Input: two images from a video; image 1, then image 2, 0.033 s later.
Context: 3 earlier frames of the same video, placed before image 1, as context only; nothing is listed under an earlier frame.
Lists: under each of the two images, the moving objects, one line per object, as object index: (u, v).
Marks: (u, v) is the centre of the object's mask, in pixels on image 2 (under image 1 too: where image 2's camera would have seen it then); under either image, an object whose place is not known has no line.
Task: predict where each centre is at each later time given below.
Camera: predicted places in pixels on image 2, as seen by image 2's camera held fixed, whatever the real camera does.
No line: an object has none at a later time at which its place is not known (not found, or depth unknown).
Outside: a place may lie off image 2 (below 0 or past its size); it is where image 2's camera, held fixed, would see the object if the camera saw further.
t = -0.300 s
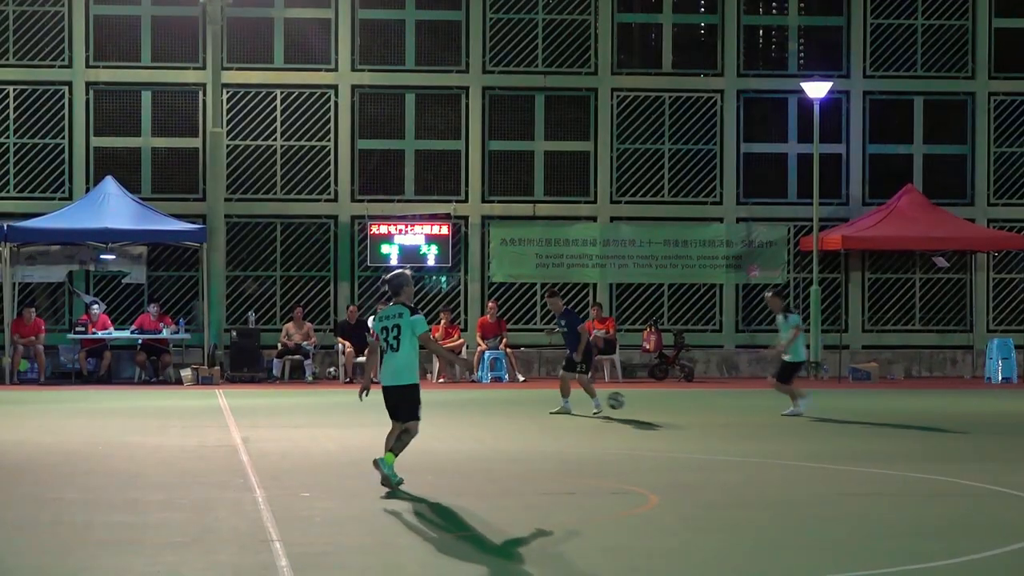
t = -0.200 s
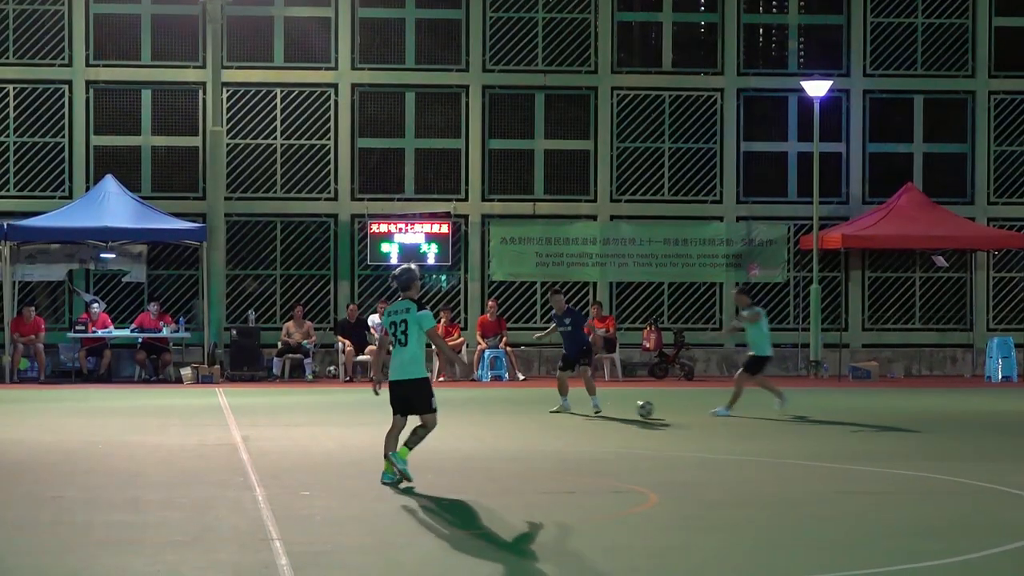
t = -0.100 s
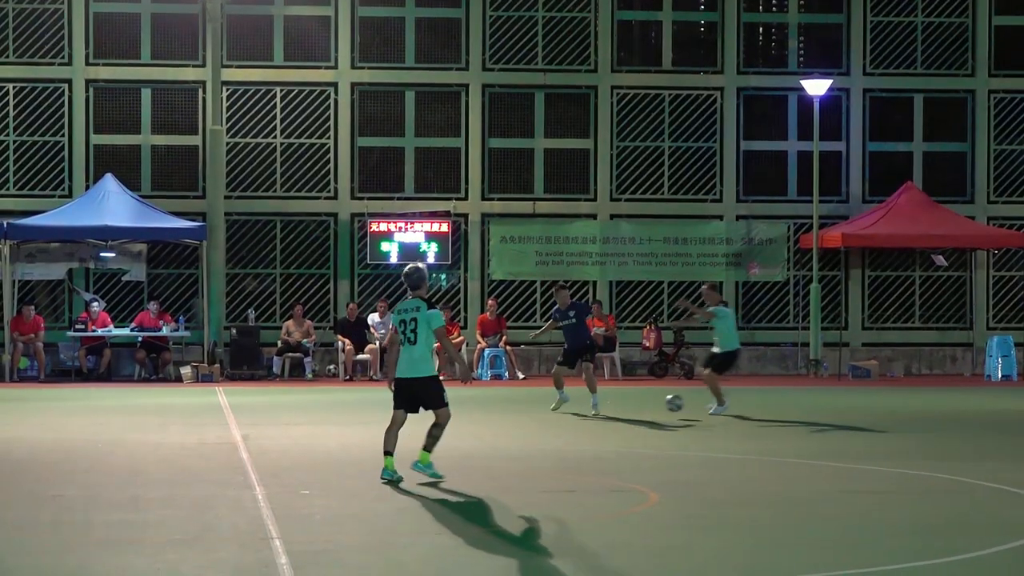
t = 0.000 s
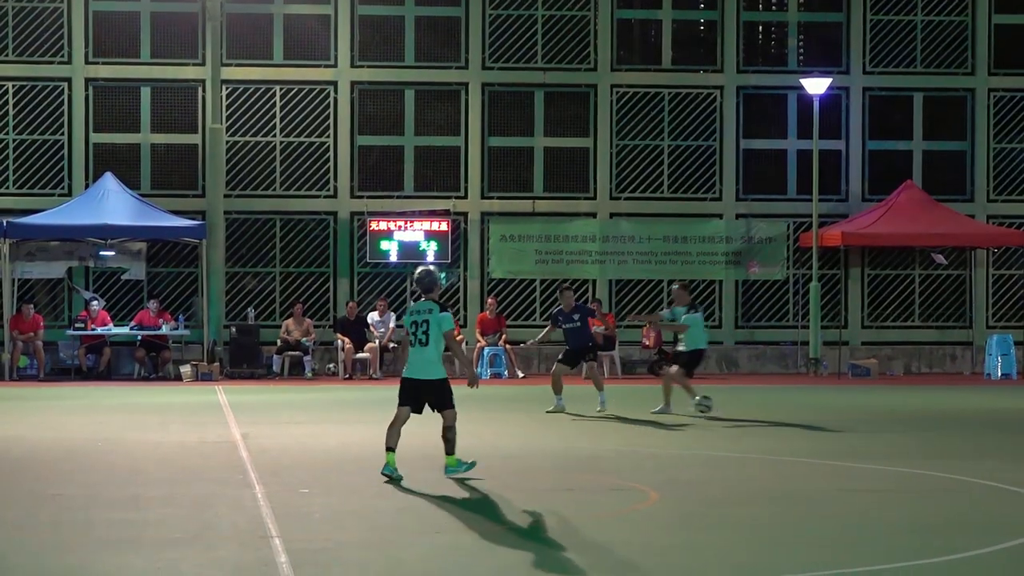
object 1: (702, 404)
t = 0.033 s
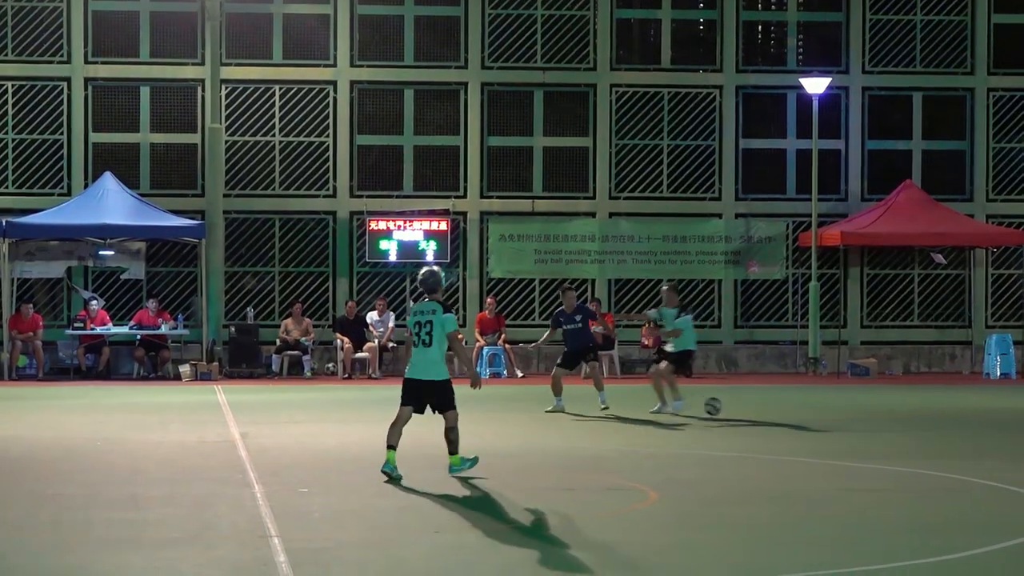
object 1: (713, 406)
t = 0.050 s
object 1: (717, 408)
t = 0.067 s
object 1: (723, 409)
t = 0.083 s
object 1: (727, 409)
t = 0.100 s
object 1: (733, 407)
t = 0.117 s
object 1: (738, 406)
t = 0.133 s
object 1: (744, 406)
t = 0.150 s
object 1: (747, 405)
